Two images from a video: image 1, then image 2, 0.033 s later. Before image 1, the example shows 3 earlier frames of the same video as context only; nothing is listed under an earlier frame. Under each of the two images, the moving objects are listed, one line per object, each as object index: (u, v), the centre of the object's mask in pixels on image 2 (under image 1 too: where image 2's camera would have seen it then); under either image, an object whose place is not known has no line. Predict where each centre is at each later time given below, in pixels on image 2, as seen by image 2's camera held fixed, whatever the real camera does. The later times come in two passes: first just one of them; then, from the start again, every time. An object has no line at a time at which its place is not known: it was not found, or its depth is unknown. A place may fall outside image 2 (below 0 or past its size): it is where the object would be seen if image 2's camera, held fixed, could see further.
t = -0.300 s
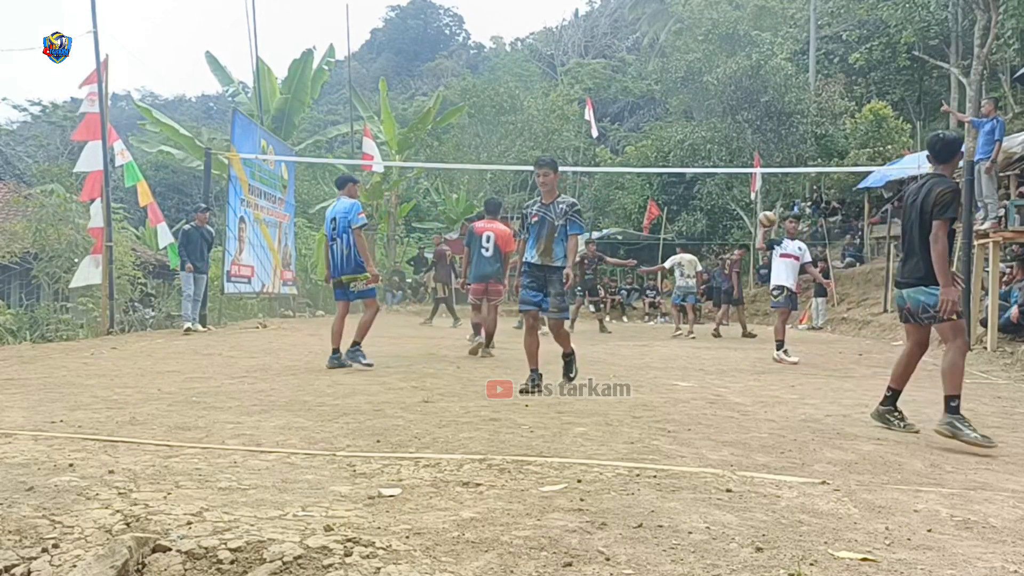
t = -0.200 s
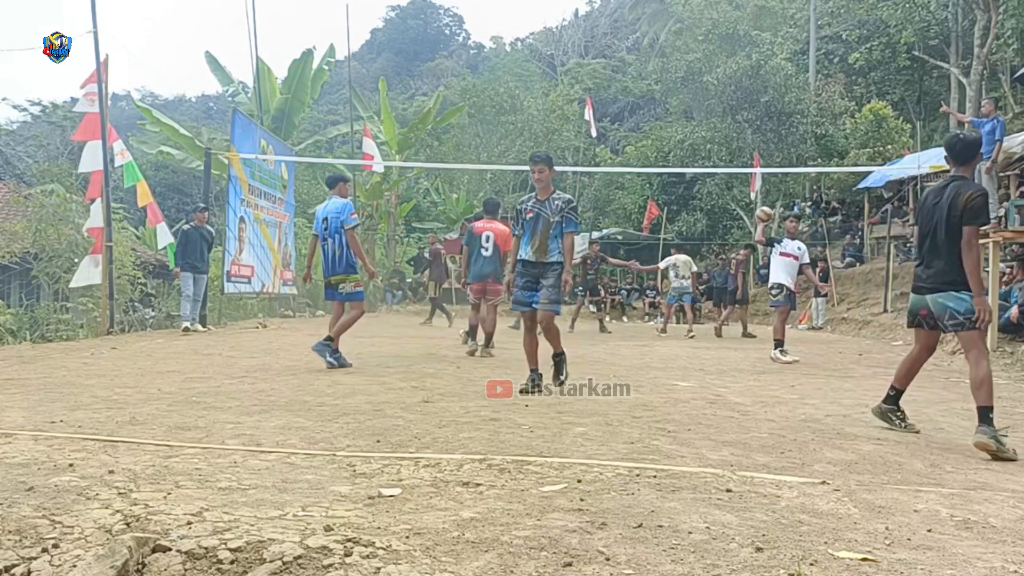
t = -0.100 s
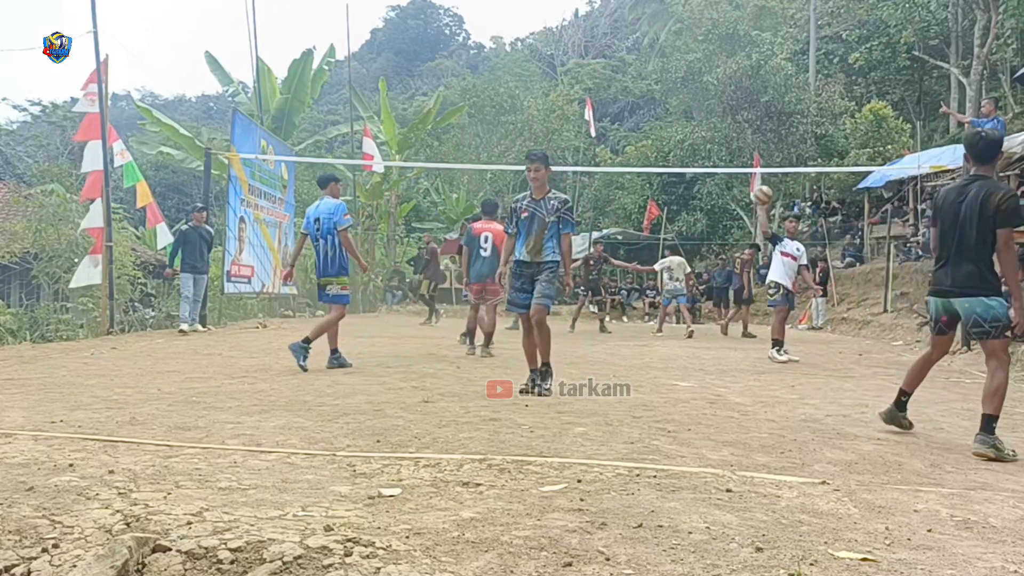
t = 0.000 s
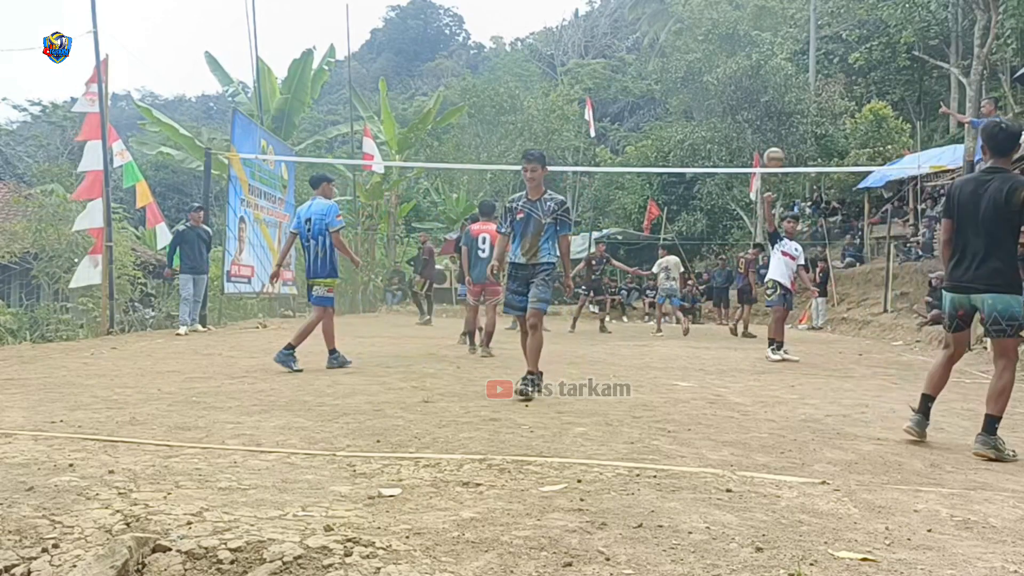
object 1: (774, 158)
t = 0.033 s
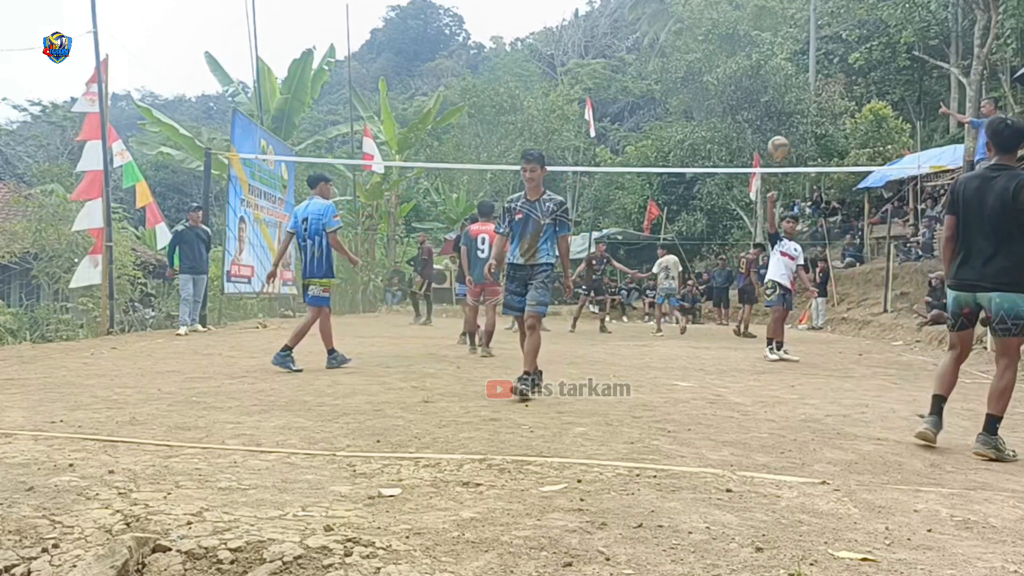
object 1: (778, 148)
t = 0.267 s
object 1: (817, 86)
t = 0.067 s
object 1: (783, 137)
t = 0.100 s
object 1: (788, 126)
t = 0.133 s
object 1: (794, 116)
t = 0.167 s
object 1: (798, 108)
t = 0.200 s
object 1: (804, 99)
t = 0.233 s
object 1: (810, 93)
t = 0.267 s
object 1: (817, 86)
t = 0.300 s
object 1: (822, 80)
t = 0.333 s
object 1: (831, 77)
